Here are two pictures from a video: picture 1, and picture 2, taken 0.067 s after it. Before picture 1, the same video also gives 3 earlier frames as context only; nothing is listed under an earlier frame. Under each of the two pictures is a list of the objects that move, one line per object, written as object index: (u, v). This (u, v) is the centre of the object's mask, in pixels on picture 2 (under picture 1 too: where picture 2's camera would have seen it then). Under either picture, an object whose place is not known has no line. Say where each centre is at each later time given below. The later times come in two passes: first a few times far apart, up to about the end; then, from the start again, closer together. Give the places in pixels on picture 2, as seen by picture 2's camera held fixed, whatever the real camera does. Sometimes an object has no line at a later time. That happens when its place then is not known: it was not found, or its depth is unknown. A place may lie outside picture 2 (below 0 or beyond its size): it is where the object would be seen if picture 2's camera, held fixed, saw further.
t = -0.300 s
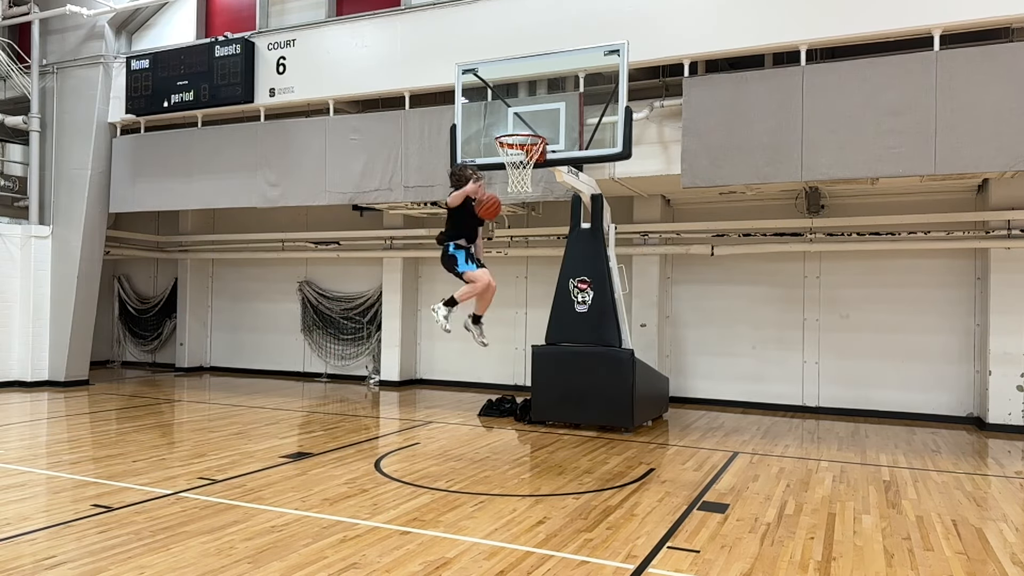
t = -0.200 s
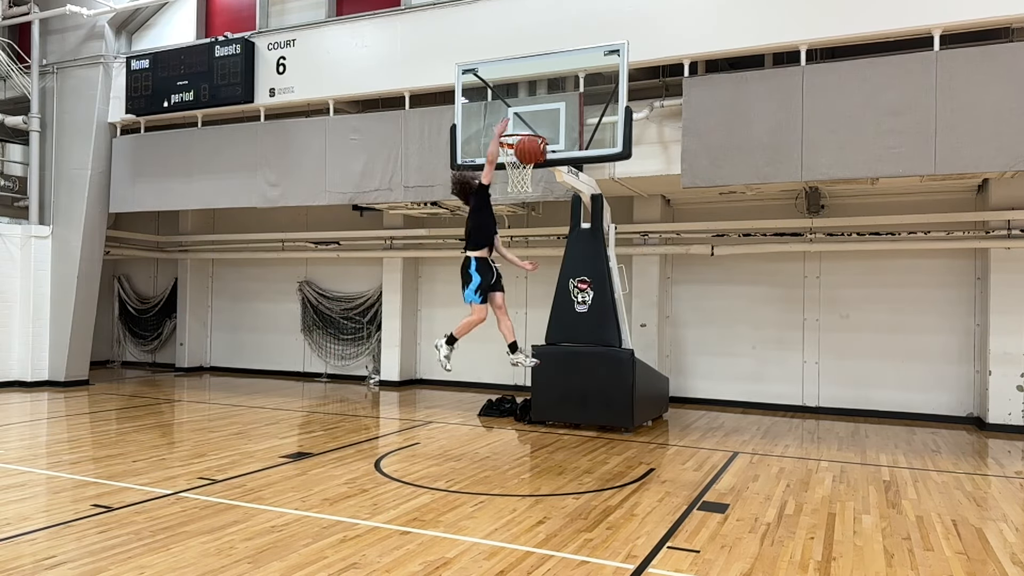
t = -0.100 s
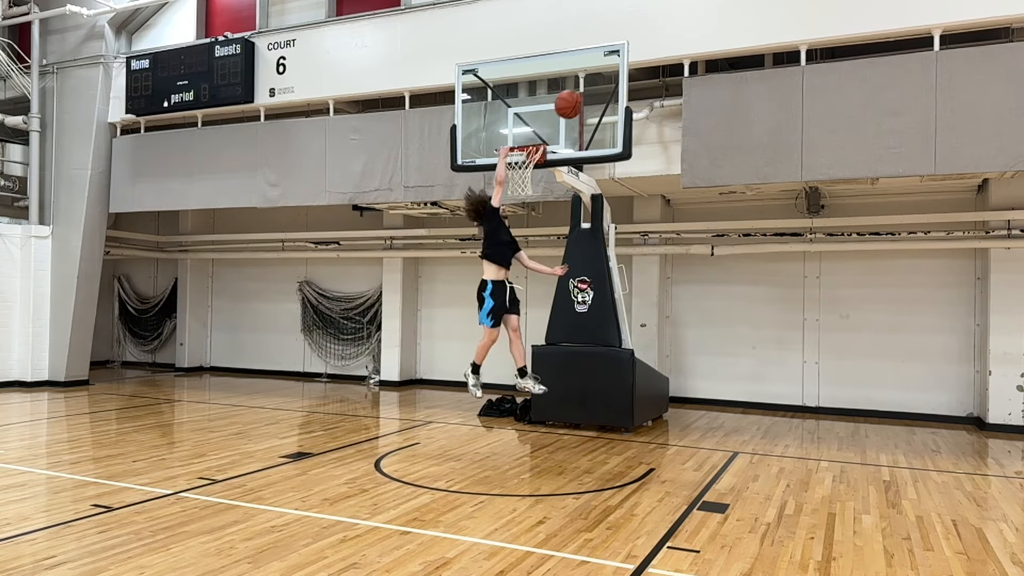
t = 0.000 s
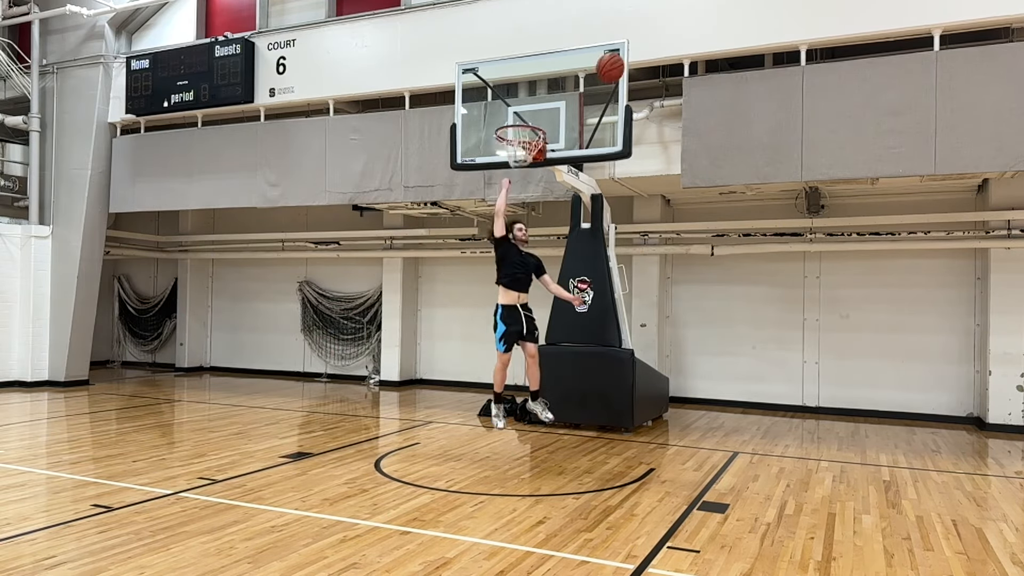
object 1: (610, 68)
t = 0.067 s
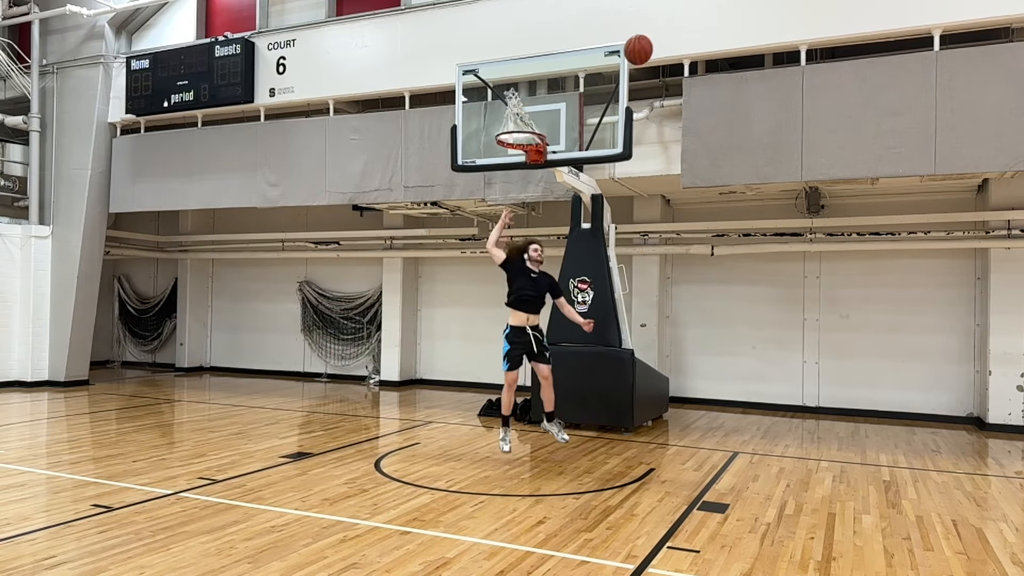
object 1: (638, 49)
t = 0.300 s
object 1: (740, 26)
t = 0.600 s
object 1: (876, 95)
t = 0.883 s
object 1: (1009, 271)
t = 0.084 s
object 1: (645, 45)
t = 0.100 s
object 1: (652, 42)
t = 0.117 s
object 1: (660, 39)
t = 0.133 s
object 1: (667, 36)
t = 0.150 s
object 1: (674, 34)
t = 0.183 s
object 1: (689, 30)
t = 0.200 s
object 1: (695, 29)
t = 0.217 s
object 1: (703, 27)
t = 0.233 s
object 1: (710, 26)
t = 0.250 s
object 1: (718, 26)
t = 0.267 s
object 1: (725, 26)
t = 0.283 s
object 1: (732, 26)
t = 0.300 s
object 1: (740, 26)
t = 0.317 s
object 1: (747, 27)
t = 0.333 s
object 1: (754, 28)
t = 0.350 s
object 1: (762, 30)
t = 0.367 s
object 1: (769, 32)
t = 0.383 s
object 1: (777, 34)
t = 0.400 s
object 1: (784, 37)
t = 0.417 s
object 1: (791, 40)
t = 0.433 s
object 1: (799, 43)
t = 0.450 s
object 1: (807, 47)
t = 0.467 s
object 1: (814, 50)
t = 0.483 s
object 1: (822, 55)
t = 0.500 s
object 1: (830, 59)
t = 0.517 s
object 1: (837, 64)
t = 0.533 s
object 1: (845, 69)
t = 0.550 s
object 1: (853, 75)
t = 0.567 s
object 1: (861, 81)
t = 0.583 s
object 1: (868, 88)
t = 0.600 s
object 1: (876, 95)
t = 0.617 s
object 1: (884, 102)
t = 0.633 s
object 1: (891, 110)
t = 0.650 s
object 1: (899, 118)
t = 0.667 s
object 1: (907, 126)
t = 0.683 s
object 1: (915, 135)
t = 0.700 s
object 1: (922, 144)
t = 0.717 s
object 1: (930, 153)
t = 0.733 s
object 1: (938, 164)
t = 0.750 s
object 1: (946, 174)
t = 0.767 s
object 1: (955, 185)
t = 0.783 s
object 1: (962, 196)
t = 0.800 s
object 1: (971, 208)
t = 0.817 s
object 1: (979, 219)
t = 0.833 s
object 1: (987, 231)
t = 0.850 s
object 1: (995, 245)
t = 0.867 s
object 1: (1003, 258)
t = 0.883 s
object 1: (1009, 271)
